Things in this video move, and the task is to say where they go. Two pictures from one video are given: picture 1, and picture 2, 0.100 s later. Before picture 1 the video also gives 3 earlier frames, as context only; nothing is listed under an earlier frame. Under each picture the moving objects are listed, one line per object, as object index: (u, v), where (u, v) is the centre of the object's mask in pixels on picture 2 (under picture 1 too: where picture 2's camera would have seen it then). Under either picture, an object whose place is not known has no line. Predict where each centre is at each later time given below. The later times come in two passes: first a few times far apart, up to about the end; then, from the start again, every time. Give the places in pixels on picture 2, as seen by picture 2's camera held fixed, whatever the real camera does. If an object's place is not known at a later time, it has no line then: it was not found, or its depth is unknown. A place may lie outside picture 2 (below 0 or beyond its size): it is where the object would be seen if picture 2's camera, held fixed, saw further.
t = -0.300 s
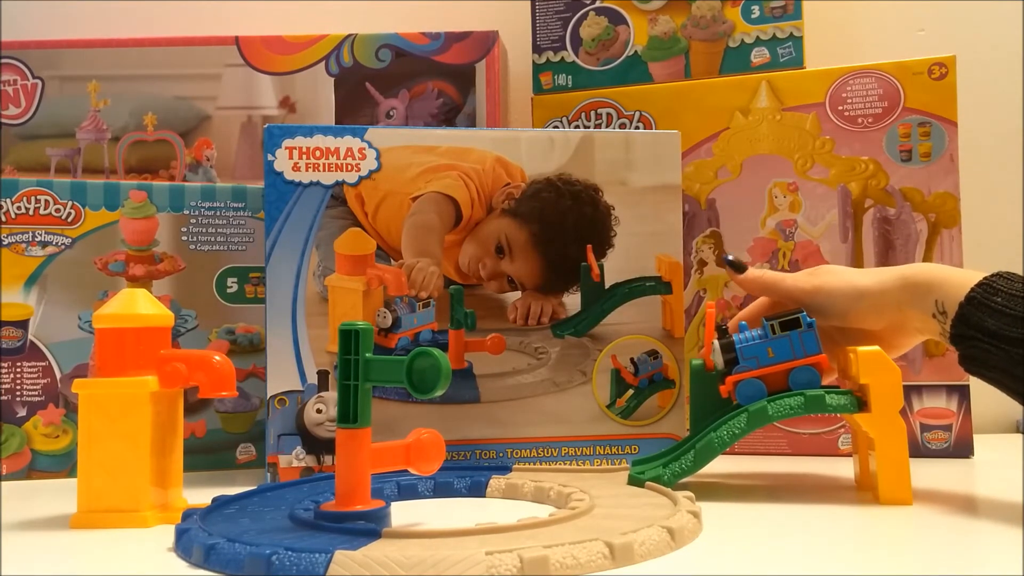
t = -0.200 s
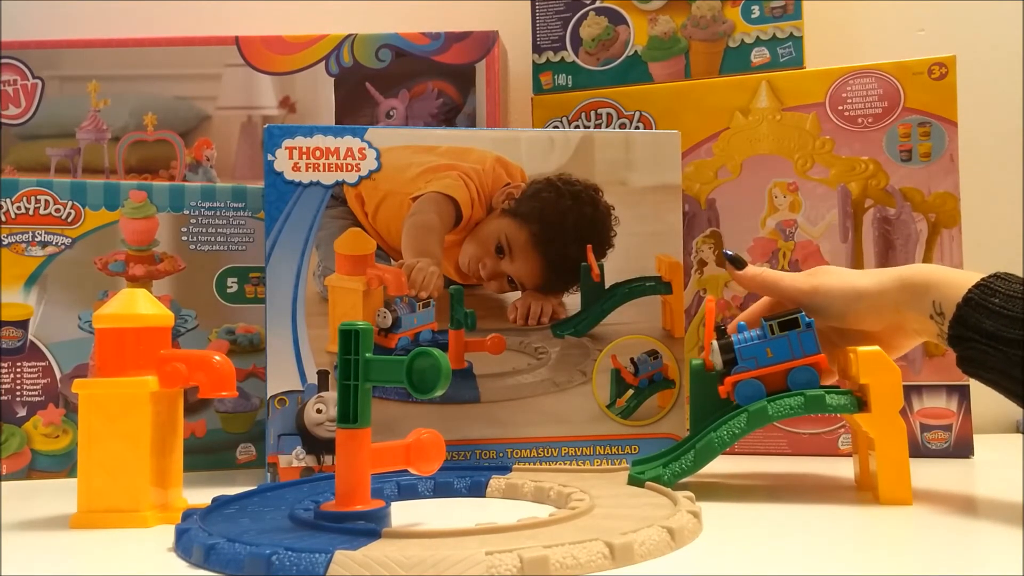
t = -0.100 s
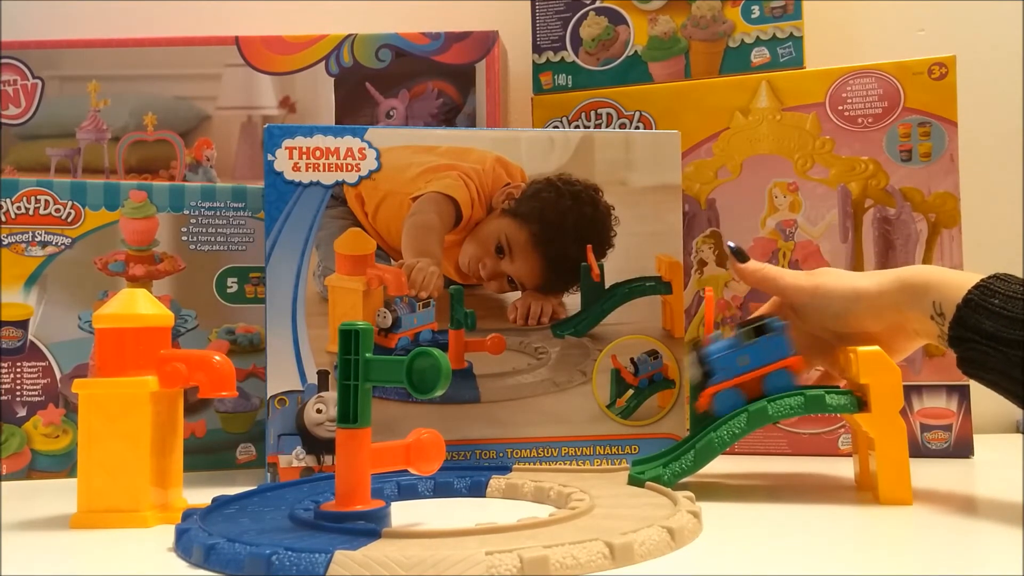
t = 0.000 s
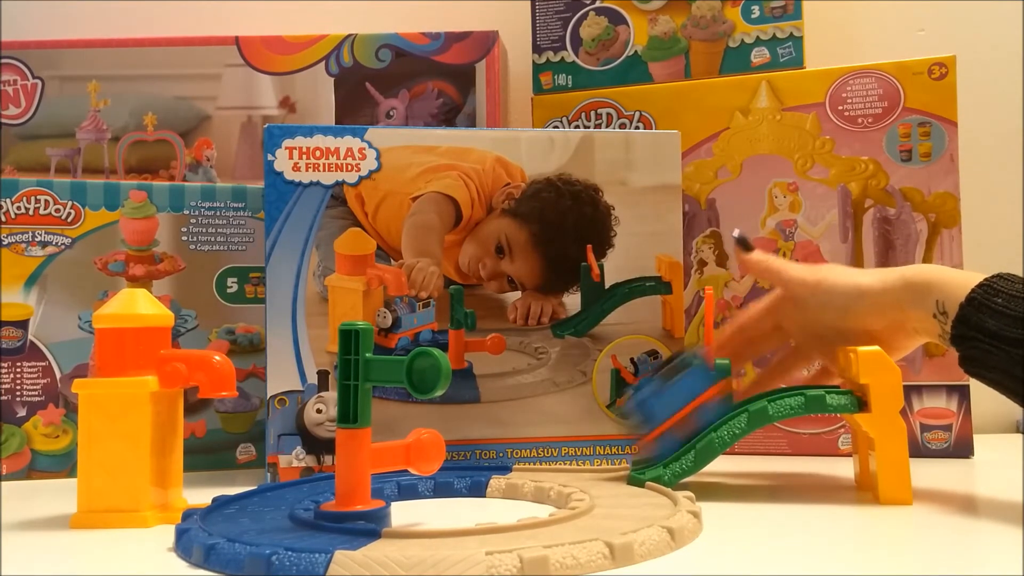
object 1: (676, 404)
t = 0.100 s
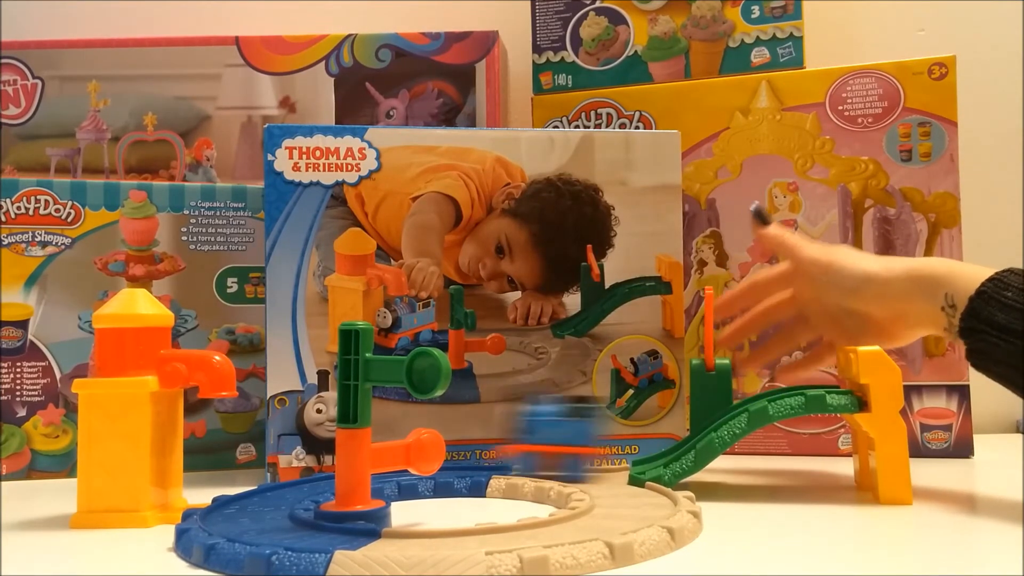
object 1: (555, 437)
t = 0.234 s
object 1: (417, 420)
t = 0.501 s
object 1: (247, 470)
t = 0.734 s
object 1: (276, 485)
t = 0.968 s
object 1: (377, 486)
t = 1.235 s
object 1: (450, 486)
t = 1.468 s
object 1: (460, 485)
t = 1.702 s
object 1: (460, 486)
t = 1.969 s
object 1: (460, 486)
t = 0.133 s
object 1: (517, 435)
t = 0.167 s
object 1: (482, 435)
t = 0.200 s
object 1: (452, 427)
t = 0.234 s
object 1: (417, 420)
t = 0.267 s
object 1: (399, 419)
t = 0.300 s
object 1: (317, 440)
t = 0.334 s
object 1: (304, 446)
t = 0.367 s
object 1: (293, 451)
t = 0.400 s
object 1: (283, 453)
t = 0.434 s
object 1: (268, 459)
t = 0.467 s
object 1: (255, 465)
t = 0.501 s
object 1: (247, 470)
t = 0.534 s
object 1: (239, 475)
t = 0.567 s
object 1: (240, 478)
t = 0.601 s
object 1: (244, 480)
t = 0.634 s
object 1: (249, 482)
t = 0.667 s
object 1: (256, 482)
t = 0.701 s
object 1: (265, 484)
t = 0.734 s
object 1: (276, 485)
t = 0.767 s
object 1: (288, 485)
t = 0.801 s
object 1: (304, 486)
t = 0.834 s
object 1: (329, 482)
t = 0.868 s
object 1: (341, 483)
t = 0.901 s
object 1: (353, 484)
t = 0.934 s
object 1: (364, 485)
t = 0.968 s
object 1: (377, 486)
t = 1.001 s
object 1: (389, 487)
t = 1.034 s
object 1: (401, 487)
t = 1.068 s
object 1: (412, 487)
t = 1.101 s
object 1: (421, 488)
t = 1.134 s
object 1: (430, 487)
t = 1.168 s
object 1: (438, 486)
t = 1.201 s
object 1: (445, 487)
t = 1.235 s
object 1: (450, 486)
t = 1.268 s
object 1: (455, 486)
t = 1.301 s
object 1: (458, 486)
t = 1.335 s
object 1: (460, 486)
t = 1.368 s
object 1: (460, 486)
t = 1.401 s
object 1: (461, 485)
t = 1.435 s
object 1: (461, 486)
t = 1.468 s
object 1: (460, 485)
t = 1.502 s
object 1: (460, 486)
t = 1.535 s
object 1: (460, 486)
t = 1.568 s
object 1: (460, 486)
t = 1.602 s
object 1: (460, 486)
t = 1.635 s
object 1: (460, 486)
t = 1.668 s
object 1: (460, 486)
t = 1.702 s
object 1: (460, 486)
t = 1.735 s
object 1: (460, 486)
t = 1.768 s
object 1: (460, 486)
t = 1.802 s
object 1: (460, 486)
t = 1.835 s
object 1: (460, 486)
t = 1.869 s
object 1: (460, 485)
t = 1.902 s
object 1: (460, 486)
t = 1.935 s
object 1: (460, 486)
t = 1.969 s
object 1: (460, 486)
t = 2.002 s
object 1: (460, 486)
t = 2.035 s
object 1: (460, 486)
